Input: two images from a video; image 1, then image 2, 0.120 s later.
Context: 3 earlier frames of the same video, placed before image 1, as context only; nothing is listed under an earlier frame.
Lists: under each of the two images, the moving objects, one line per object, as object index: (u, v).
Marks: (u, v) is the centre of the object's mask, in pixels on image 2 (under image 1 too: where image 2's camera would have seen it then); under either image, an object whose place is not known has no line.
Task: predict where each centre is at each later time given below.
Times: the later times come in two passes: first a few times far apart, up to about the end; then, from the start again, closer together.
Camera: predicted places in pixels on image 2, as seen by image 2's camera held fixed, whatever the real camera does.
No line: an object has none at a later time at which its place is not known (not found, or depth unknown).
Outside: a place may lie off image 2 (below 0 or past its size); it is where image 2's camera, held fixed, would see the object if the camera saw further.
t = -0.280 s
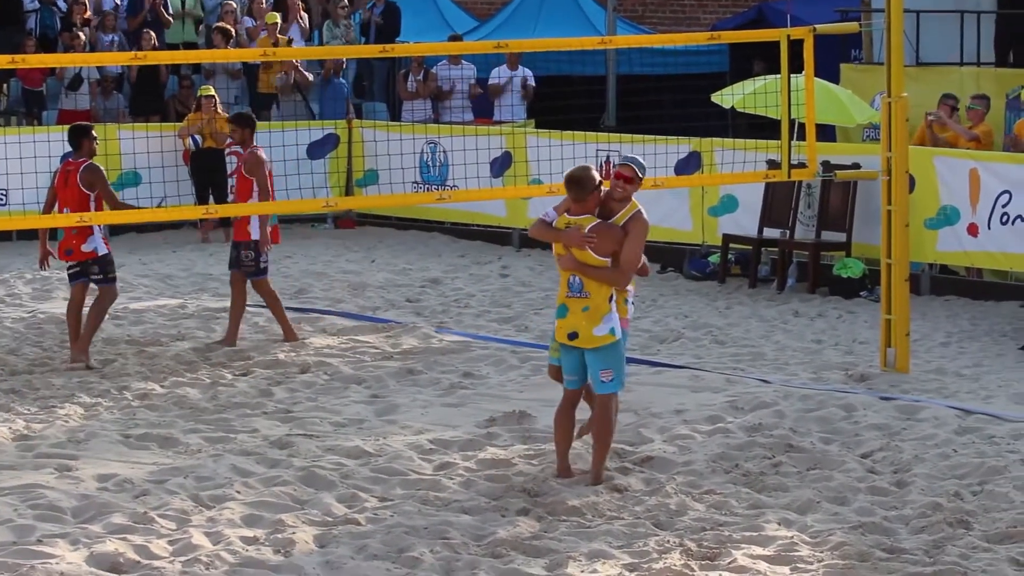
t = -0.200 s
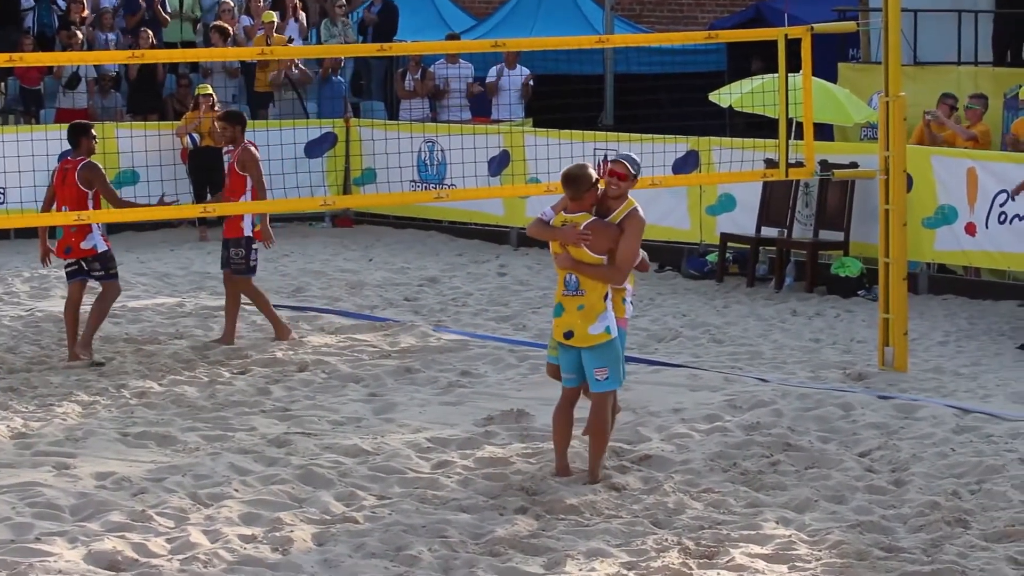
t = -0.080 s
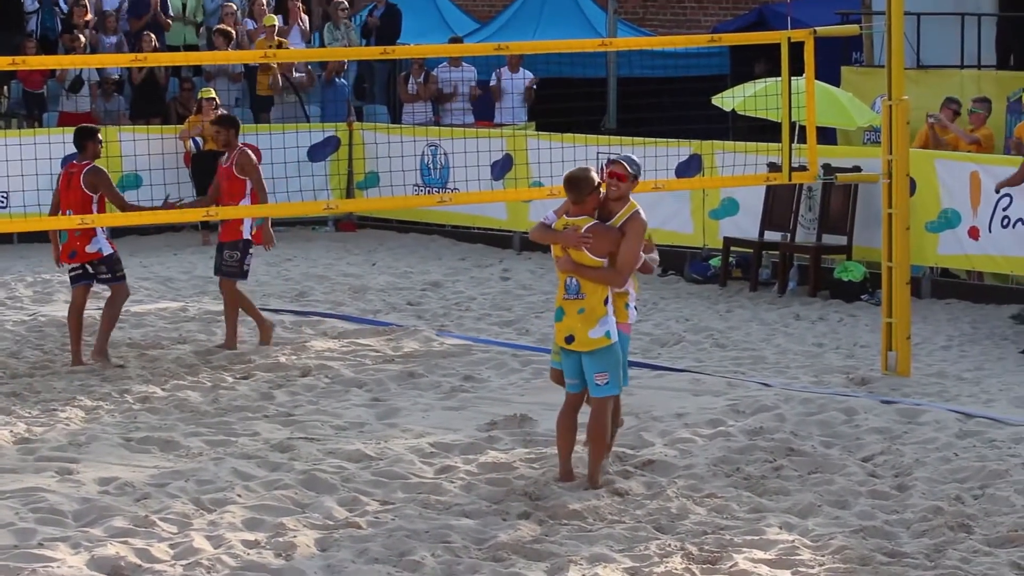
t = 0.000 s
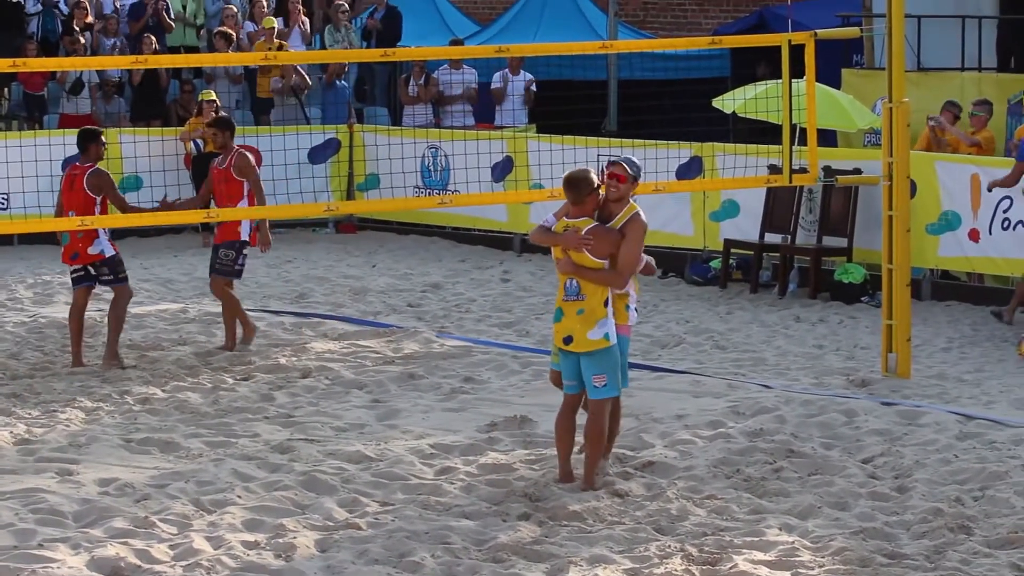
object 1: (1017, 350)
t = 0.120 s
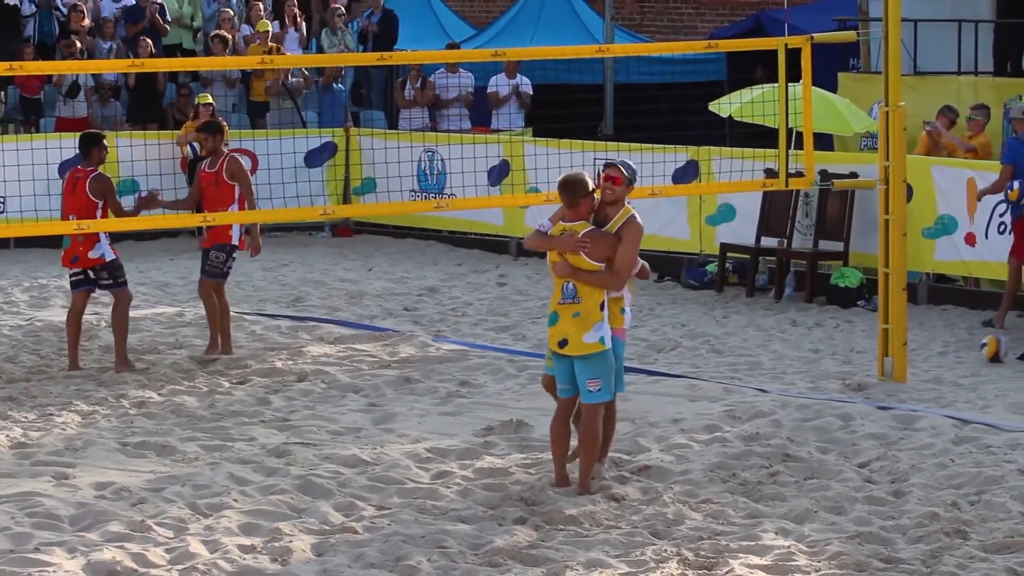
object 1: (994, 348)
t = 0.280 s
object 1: (950, 343)
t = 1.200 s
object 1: (798, 328)
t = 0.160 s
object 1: (983, 348)
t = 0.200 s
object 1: (972, 345)
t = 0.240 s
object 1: (961, 343)
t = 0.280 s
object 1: (950, 343)
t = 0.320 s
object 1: (941, 343)
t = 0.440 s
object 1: (913, 341)
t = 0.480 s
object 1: (910, 338)
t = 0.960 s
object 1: (823, 332)
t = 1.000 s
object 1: (819, 332)
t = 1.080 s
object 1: (811, 329)
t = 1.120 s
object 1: (808, 328)
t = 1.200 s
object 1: (798, 328)
